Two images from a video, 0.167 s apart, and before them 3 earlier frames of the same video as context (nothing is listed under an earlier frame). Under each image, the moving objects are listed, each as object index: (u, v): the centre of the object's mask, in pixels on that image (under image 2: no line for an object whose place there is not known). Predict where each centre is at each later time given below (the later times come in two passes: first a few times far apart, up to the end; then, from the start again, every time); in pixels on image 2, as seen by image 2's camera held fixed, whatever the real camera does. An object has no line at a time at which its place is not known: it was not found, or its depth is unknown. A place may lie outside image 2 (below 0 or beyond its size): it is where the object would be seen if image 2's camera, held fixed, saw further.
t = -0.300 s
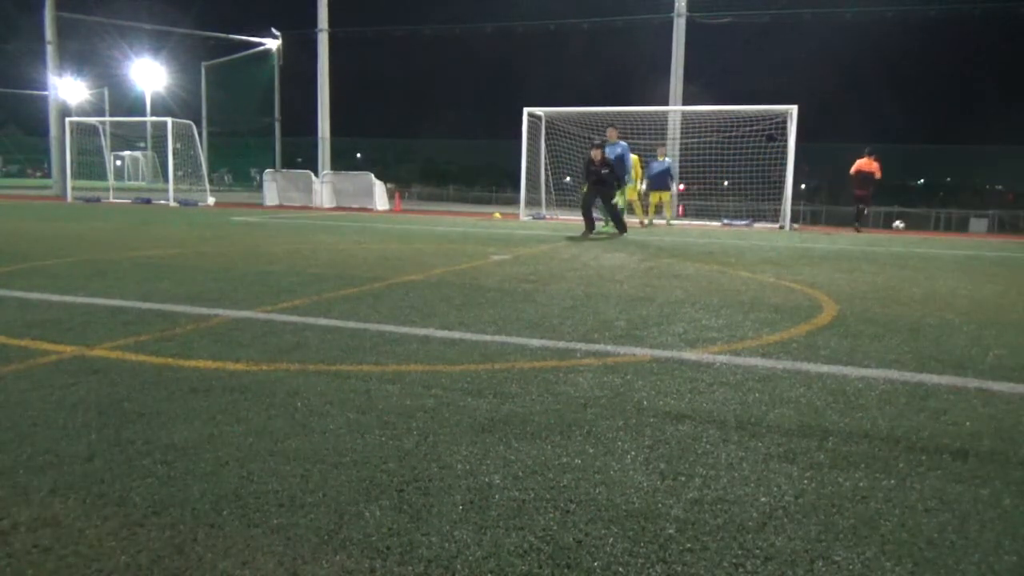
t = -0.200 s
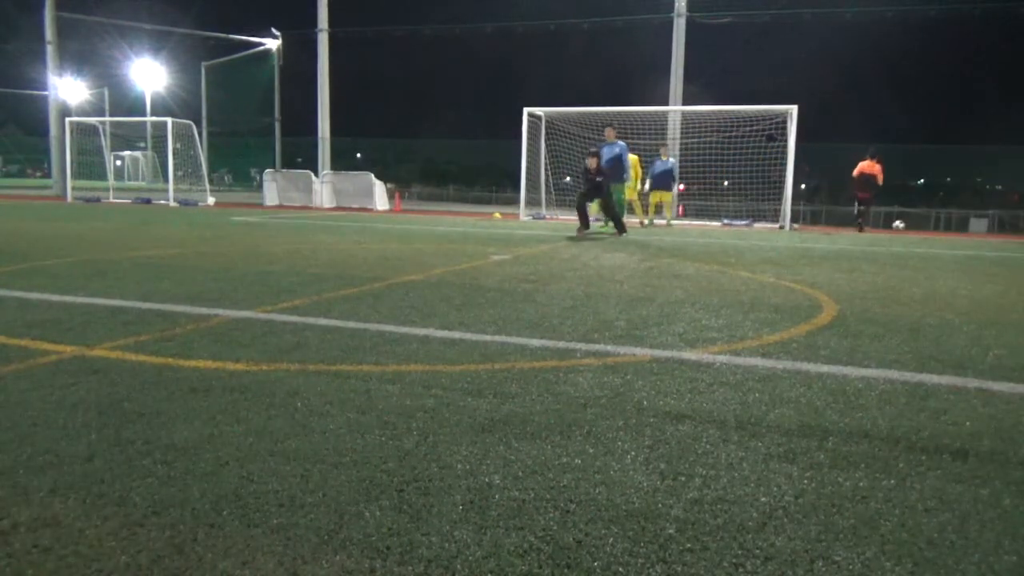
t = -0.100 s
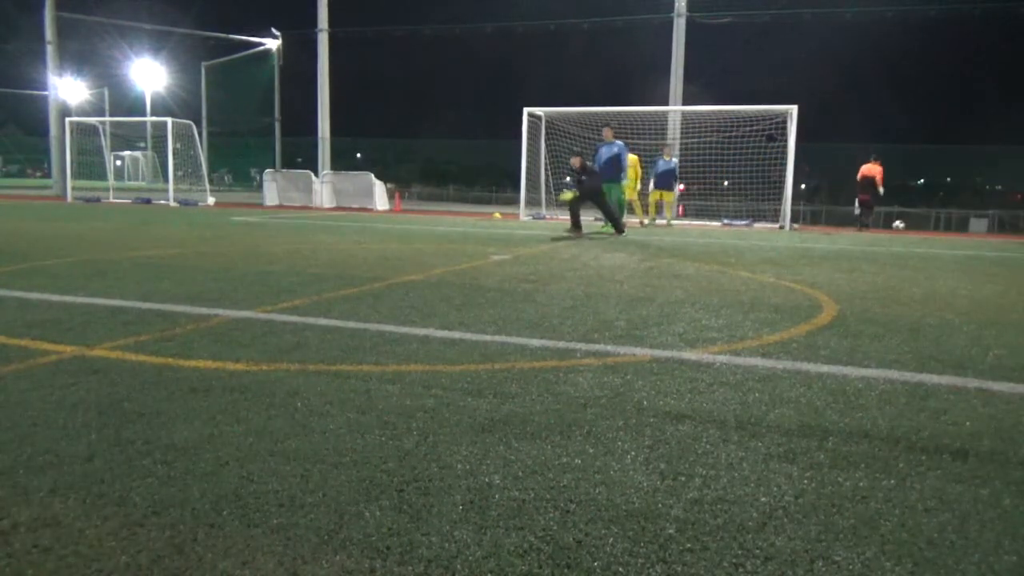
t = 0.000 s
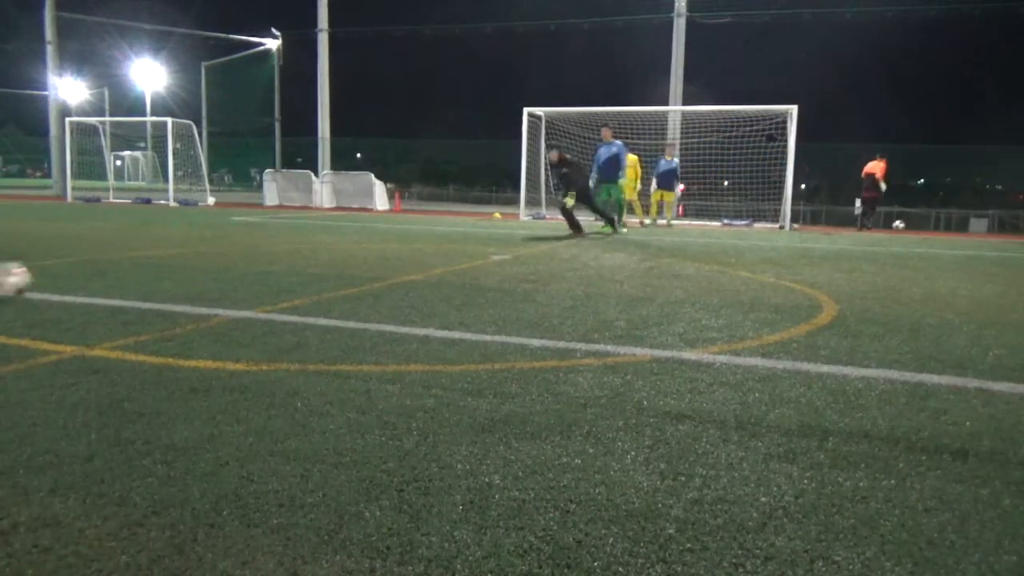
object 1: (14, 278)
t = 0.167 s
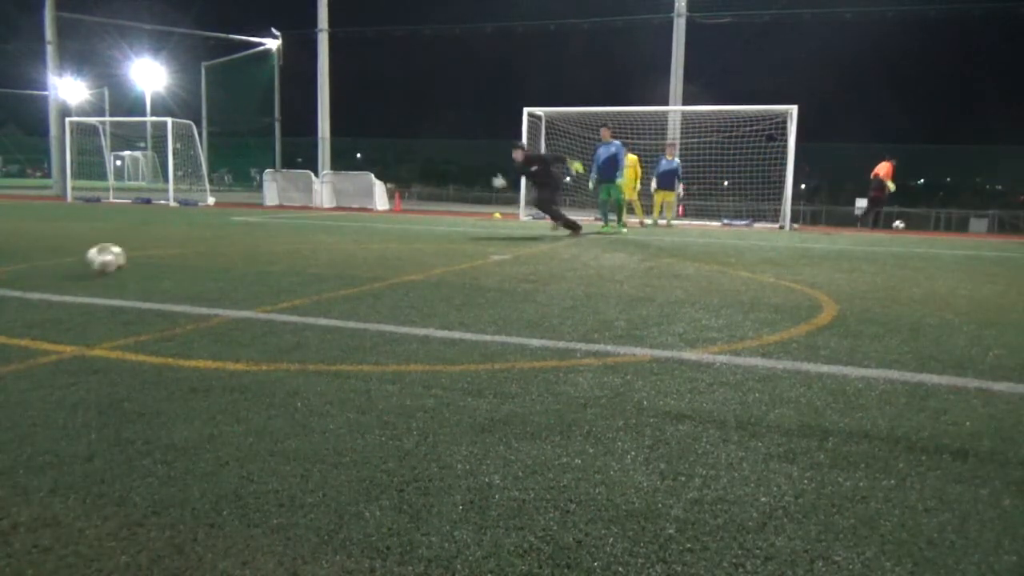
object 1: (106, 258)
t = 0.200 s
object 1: (120, 256)
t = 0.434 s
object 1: (188, 240)
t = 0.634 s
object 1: (225, 232)
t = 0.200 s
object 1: (120, 256)
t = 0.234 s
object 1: (132, 251)
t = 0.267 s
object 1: (143, 248)
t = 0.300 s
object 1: (153, 247)
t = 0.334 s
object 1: (164, 246)
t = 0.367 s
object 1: (172, 242)
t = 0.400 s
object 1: (180, 240)
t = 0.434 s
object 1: (188, 240)
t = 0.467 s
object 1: (195, 240)
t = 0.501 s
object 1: (201, 237)
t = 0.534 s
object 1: (208, 235)
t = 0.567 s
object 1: (214, 235)
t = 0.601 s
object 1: (220, 234)
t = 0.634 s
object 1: (225, 232)
